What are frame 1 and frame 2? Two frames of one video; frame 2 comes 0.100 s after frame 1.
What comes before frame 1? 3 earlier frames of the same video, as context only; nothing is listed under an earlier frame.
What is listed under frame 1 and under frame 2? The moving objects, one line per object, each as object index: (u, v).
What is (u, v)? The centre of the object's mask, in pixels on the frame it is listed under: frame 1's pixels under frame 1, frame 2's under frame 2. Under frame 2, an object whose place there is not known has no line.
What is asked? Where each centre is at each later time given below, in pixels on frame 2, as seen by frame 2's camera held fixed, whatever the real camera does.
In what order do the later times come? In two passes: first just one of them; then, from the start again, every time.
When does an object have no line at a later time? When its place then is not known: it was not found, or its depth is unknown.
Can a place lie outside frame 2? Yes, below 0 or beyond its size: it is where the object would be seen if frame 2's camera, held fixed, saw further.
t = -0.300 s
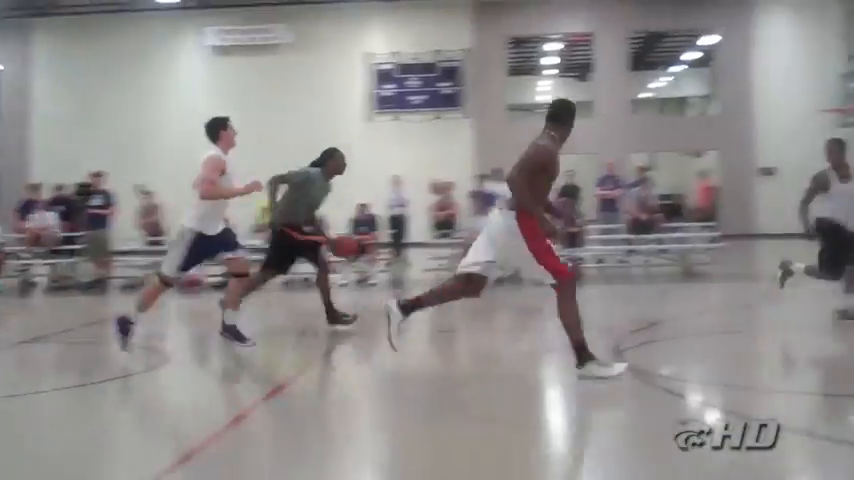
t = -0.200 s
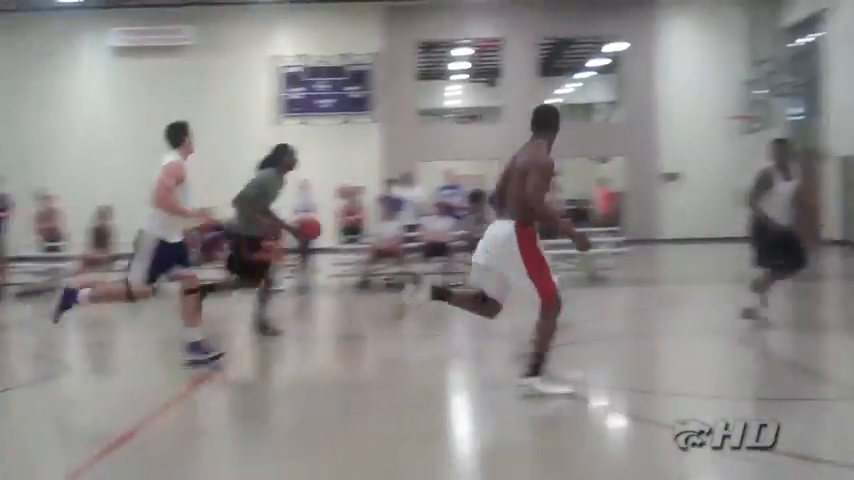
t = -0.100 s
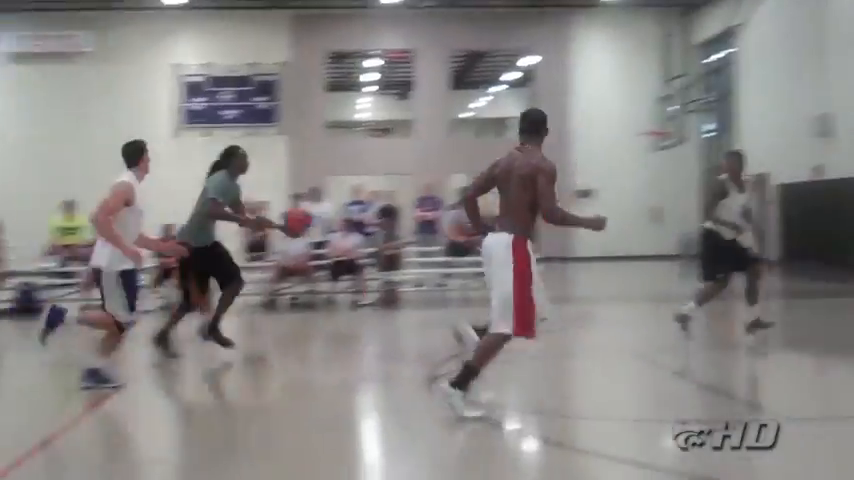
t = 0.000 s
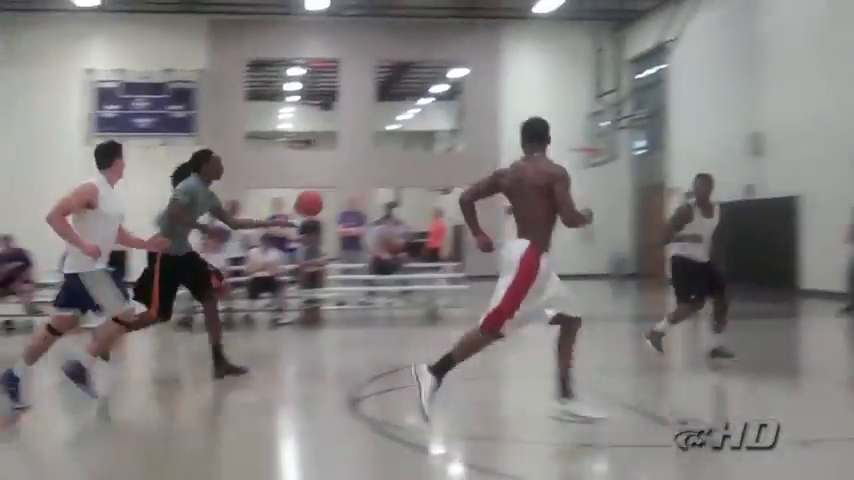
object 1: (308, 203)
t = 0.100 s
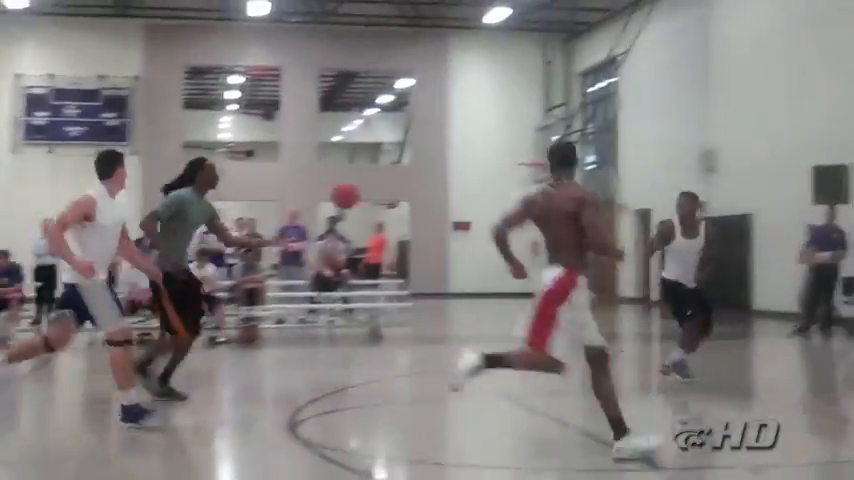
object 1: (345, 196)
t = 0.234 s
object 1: (471, 185)
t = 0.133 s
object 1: (377, 191)
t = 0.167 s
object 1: (408, 189)
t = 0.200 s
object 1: (439, 186)
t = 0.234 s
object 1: (471, 185)
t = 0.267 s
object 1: (502, 185)
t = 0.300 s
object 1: (534, 186)
